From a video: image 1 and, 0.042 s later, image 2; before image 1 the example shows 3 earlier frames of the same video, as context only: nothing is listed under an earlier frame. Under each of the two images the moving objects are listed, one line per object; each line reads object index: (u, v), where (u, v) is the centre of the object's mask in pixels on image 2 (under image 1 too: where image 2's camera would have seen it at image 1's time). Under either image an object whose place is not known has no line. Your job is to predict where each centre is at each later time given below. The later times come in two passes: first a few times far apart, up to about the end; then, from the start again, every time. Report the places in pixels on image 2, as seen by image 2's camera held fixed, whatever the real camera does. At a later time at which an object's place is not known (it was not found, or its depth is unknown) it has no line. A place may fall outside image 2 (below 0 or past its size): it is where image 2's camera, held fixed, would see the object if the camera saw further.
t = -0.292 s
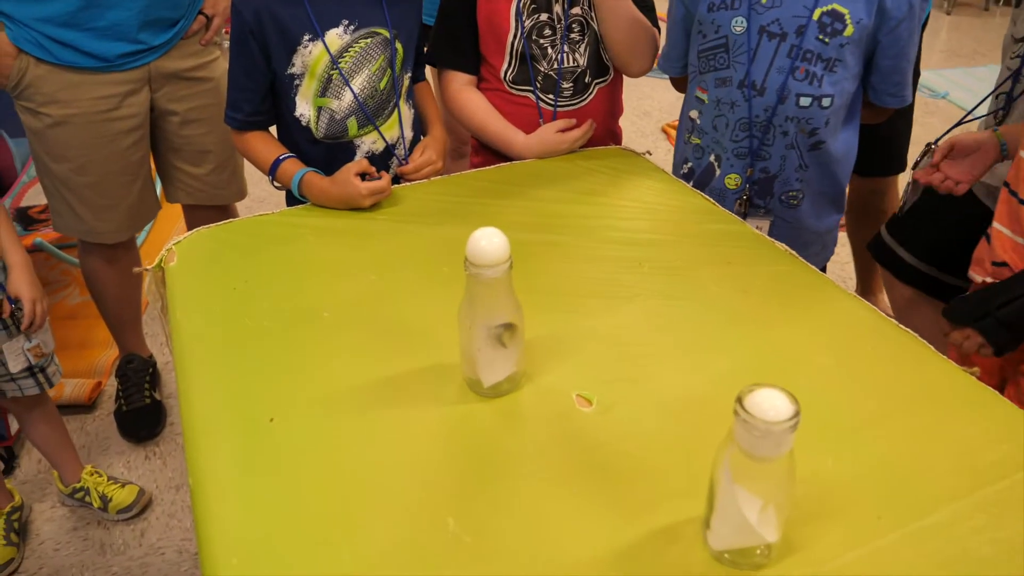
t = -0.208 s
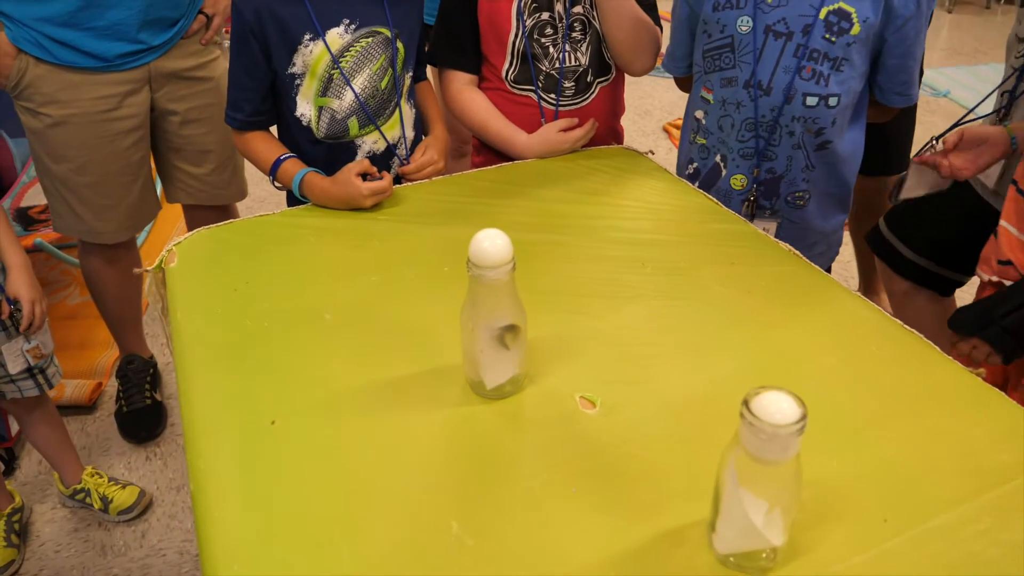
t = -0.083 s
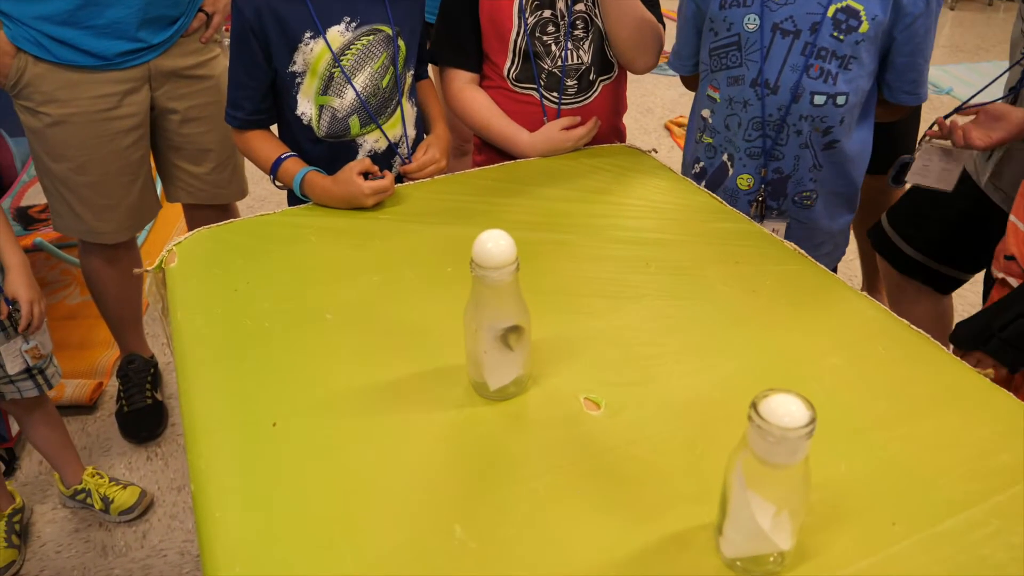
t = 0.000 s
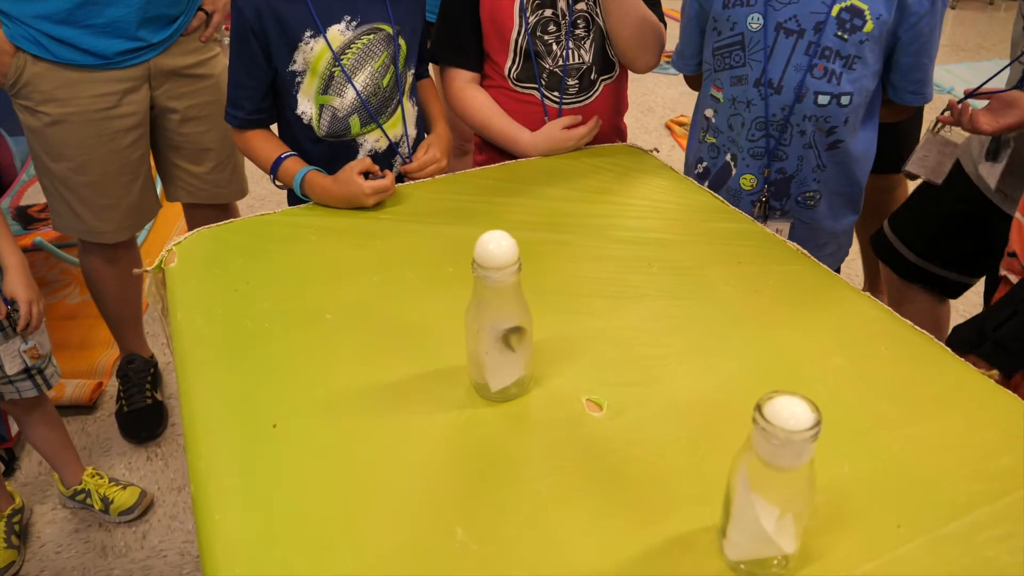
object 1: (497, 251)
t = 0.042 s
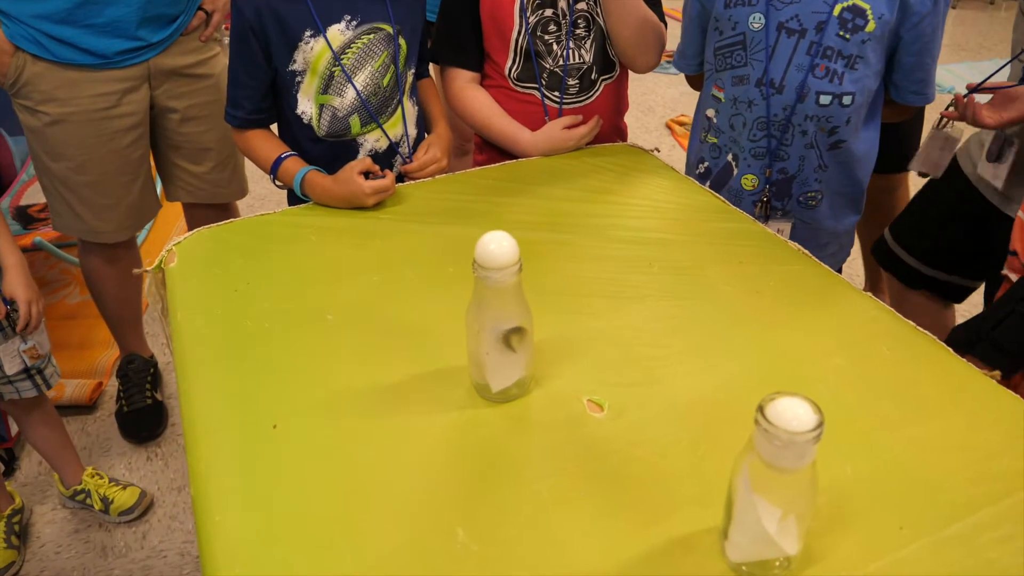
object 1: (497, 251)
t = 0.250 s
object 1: (497, 251)
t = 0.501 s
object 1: (497, 254)
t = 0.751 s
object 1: (506, 336)
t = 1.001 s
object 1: (502, 364)
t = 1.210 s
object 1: (502, 365)
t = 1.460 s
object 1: (502, 367)
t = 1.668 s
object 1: (501, 366)
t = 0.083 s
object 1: (497, 251)
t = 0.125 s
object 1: (497, 251)
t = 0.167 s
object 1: (497, 251)
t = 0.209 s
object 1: (497, 251)
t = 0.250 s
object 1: (497, 251)
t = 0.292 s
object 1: (497, 251)
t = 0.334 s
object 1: (497, 251)
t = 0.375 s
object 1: (497, 252)
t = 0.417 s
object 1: (497, 252)
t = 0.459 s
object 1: (497, 252)
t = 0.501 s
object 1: (497, 254)
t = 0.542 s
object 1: (497, 255)
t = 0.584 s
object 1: (498, 256)
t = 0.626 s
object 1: (501, 261)
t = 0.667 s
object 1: (500, 296)
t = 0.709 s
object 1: (503, 312)
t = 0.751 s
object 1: (506, 336)
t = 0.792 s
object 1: (502, 360)
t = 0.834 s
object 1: (503, 357)
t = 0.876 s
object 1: (501, 361)
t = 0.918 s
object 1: (503, 361)
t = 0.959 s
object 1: (503, 360)
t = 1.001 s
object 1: (502, 364)
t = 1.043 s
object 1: (503, 365)
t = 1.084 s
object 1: (503, 364)
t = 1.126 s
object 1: (503, 364)
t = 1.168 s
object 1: (503, 364)
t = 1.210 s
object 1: (502, 365)
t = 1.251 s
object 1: (502, 365)
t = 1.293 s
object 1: (502, 366)
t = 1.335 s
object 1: (502, 366)
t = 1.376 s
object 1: (502, 366)
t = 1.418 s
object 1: (502, 366)
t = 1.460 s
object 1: (502, 367)
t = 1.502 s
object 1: (502, 367)
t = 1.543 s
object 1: (501, 367)
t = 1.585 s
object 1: (501, 367)
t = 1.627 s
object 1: (501, 367)
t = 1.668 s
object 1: (501, 366)
